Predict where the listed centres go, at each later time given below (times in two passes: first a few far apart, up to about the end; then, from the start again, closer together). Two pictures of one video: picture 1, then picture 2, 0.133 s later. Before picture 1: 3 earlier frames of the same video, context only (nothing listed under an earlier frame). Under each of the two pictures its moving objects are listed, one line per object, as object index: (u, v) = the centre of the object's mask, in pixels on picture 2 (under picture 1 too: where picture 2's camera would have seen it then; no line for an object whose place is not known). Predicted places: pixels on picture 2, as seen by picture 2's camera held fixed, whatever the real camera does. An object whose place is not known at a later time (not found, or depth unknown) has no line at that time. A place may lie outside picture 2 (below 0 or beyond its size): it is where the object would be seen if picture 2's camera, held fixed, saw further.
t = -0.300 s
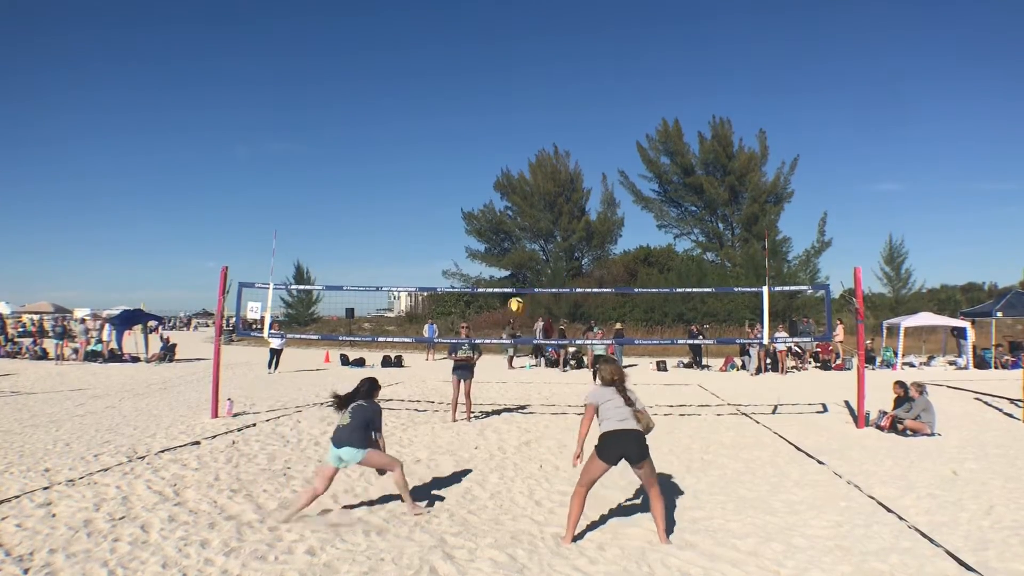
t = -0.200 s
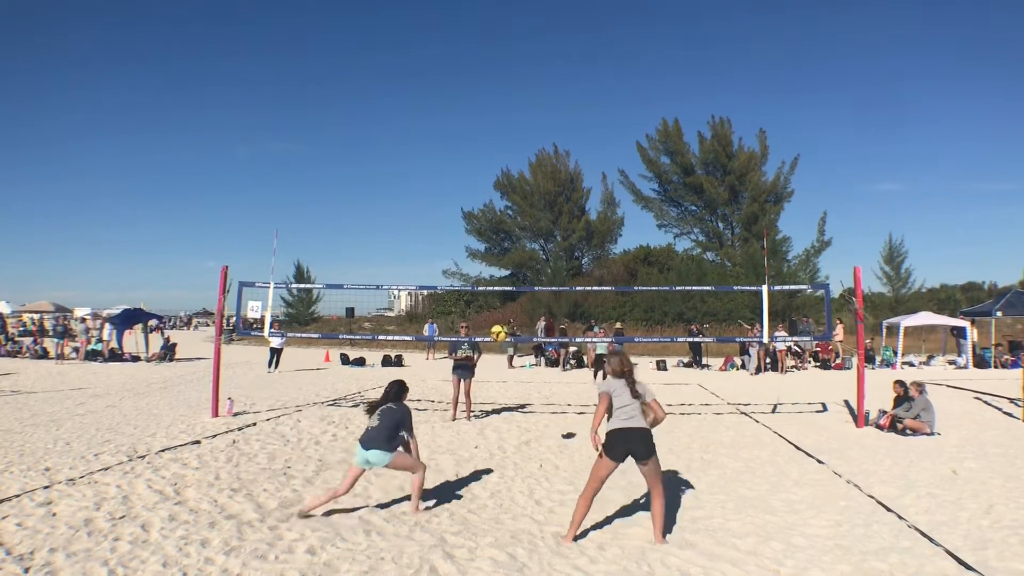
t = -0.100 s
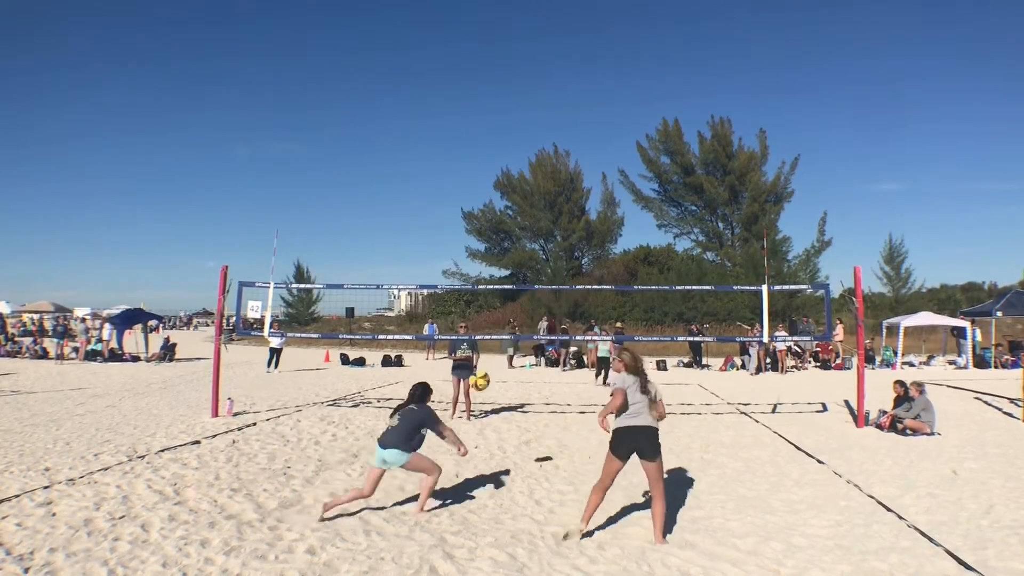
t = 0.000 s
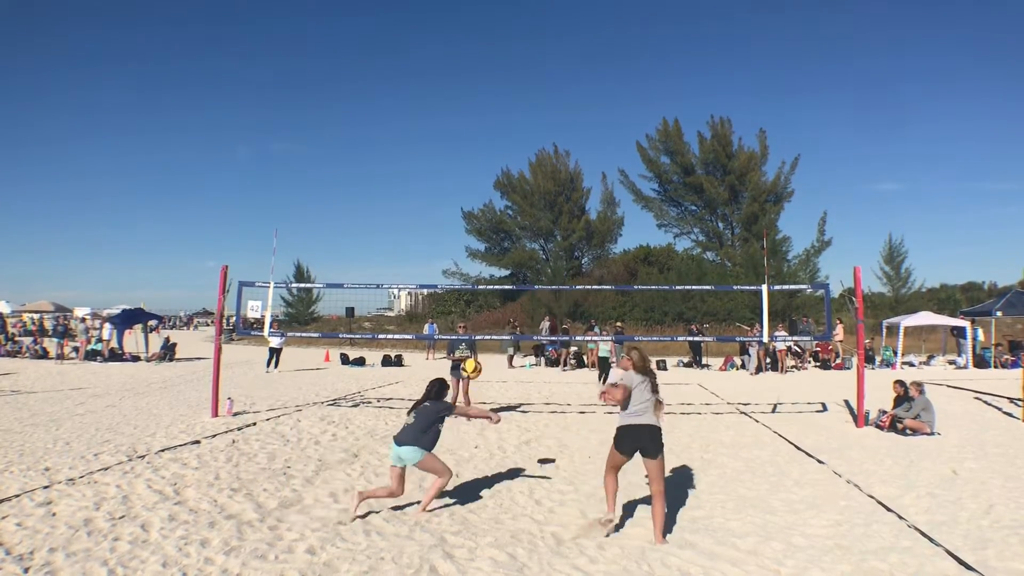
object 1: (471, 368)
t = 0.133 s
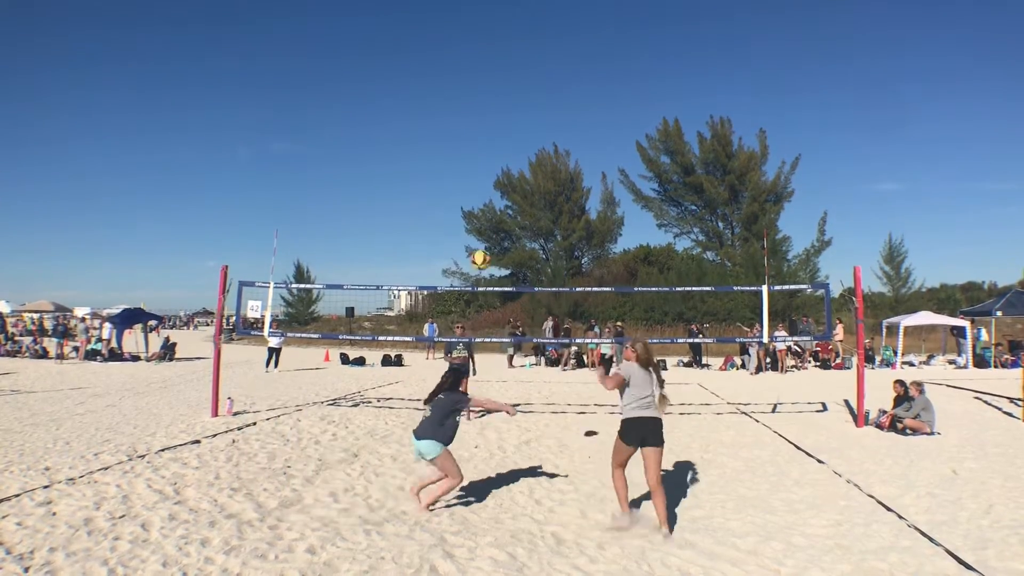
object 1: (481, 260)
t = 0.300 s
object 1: (489, 160)
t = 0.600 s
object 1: (498, 61)
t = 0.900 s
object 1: (503, 39)
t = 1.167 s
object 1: (508, 73)
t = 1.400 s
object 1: (512, 139)
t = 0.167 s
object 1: (483, 237)
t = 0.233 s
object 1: (486, 195)
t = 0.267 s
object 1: (488, 177)
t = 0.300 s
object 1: (489, 160)
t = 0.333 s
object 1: (491, 145)
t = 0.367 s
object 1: (492, 130)
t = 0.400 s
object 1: (493, 117)
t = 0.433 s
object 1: (494, 105)
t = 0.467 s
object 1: (495, 94)
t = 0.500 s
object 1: (496, 85)
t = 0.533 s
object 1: (496, 76)
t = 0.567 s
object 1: (498, 68)
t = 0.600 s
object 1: (498, 61)
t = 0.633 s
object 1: (499, 55)
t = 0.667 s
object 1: (500, 51)
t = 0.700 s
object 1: (500, 46)
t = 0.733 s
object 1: (500, 43)
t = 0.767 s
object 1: (501, 40)
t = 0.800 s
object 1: (502, 39)
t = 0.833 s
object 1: (502, 39)
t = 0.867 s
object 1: (503, 39)
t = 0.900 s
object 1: (503, 39)
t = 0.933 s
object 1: (504, 40)
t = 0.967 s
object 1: (504, 43)
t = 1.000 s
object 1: (504, 47)
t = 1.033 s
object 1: (505, 50)
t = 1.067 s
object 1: (506, 55)
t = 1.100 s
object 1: (506, 60)
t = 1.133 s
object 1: (507, 66)
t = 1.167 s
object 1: (508, 73)
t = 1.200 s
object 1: (508, 80)
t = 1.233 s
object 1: (509, 88)
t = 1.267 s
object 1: (509, 97)
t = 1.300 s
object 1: (510, 106)
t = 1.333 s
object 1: (510, 116)
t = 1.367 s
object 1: (511, 127)
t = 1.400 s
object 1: (512, 139)
